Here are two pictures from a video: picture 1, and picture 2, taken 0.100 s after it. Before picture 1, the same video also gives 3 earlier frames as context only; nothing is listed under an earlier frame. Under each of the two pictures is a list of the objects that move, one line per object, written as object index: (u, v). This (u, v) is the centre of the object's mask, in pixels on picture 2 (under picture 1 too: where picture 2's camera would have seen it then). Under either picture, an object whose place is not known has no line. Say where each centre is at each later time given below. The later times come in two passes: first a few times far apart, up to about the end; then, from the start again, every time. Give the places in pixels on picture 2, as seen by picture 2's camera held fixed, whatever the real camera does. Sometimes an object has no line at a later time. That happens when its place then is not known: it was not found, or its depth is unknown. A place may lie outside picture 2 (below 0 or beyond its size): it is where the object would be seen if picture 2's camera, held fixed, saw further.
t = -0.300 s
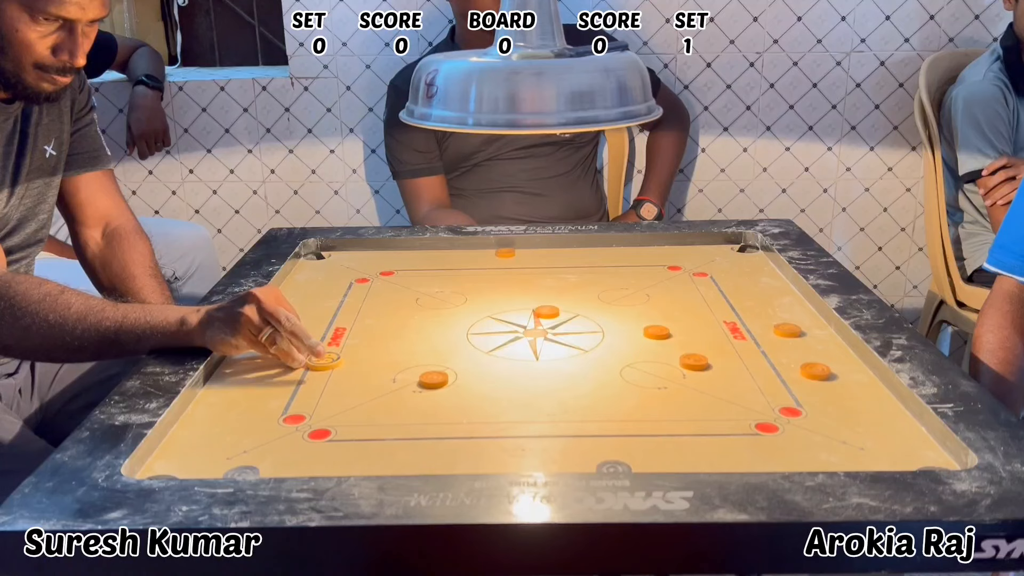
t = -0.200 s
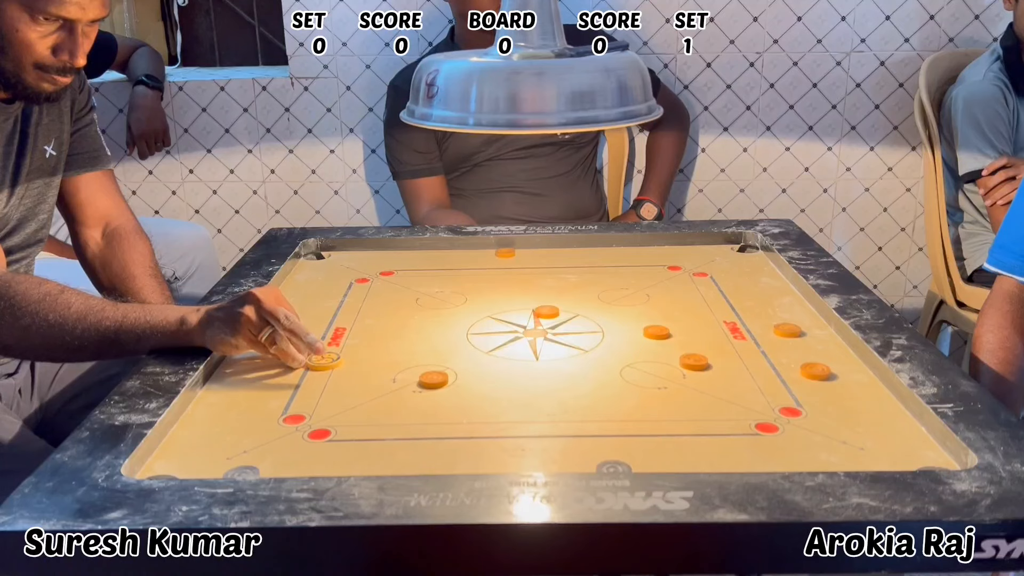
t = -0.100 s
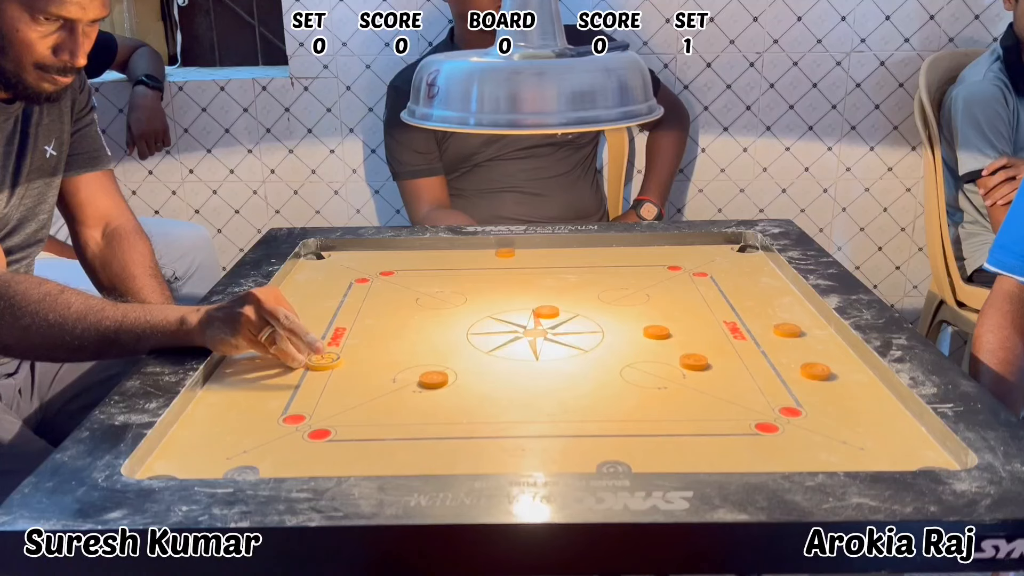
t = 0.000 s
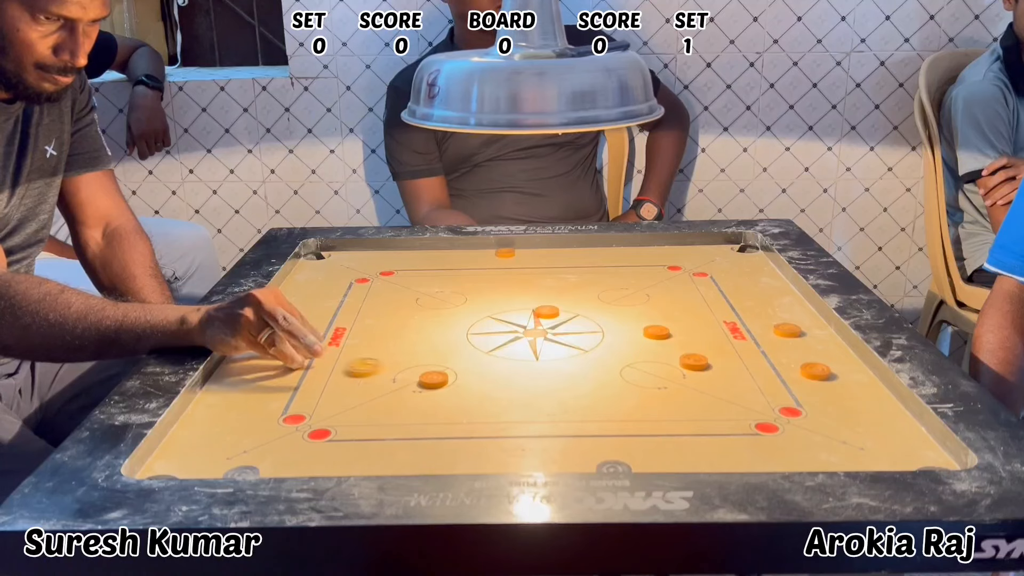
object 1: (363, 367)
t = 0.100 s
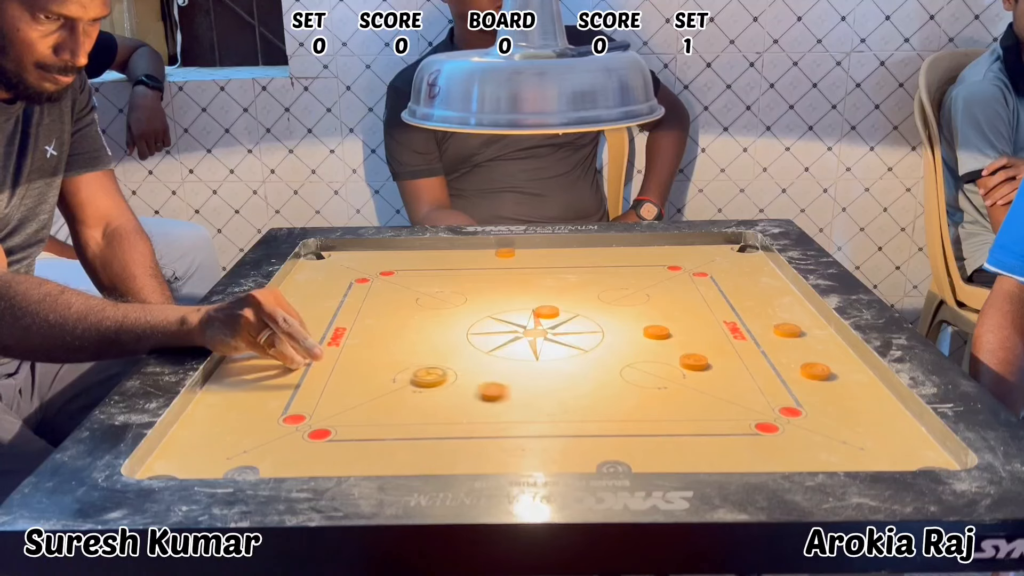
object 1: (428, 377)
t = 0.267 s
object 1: (489, 384)
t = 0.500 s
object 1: (532, 389)
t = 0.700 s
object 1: (536, 389)
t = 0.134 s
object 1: (442, 379)
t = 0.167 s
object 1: (455, 380)
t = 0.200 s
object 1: (468, 382)
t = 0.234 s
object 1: (479, 383)
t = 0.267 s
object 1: (489, 384)
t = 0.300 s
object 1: (498, 386)
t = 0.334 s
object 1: (506, 386)
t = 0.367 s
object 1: (513, 387)
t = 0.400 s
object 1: (520, 388)
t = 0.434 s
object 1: (525, 389)
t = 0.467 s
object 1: (529, 389)
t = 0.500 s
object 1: (532, 389)
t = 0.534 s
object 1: (535, 390)
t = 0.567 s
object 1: (536, 390)
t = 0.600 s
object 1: (536, 390)
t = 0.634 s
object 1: (536, 390)
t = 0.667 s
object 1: (536, 390)
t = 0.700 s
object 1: (536, 389)
